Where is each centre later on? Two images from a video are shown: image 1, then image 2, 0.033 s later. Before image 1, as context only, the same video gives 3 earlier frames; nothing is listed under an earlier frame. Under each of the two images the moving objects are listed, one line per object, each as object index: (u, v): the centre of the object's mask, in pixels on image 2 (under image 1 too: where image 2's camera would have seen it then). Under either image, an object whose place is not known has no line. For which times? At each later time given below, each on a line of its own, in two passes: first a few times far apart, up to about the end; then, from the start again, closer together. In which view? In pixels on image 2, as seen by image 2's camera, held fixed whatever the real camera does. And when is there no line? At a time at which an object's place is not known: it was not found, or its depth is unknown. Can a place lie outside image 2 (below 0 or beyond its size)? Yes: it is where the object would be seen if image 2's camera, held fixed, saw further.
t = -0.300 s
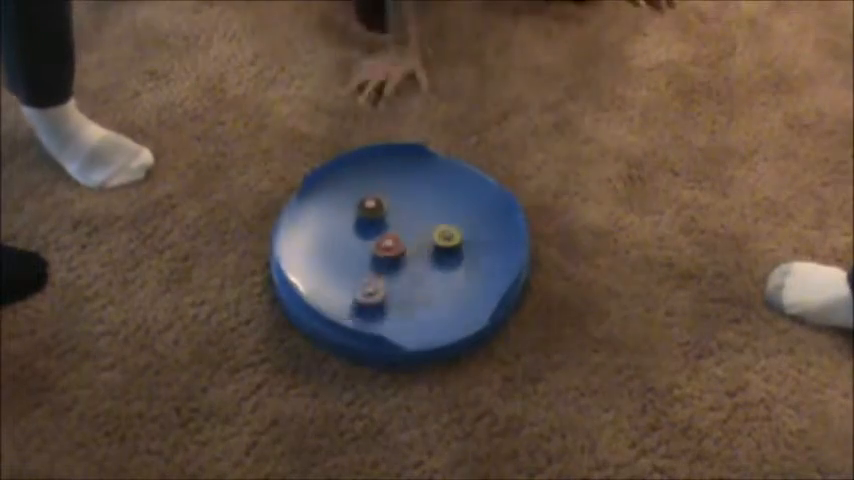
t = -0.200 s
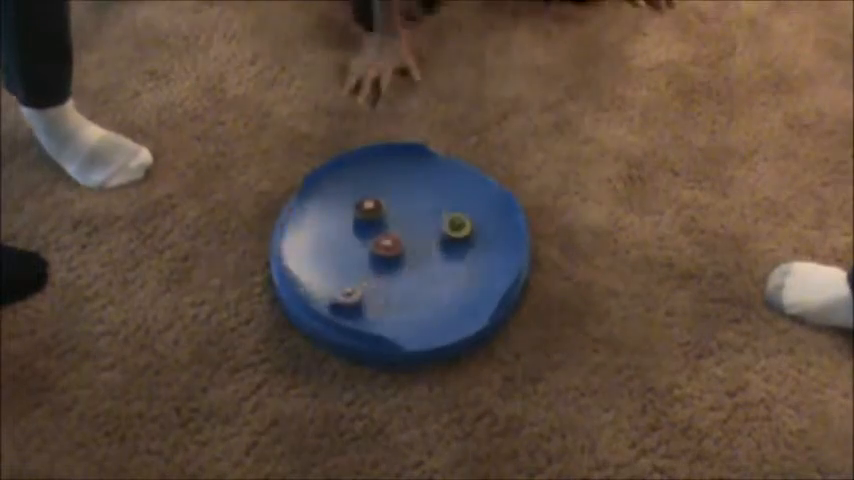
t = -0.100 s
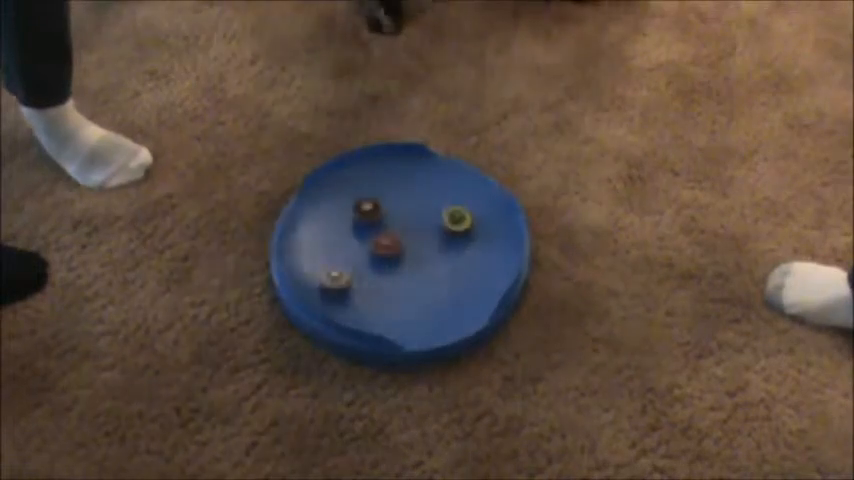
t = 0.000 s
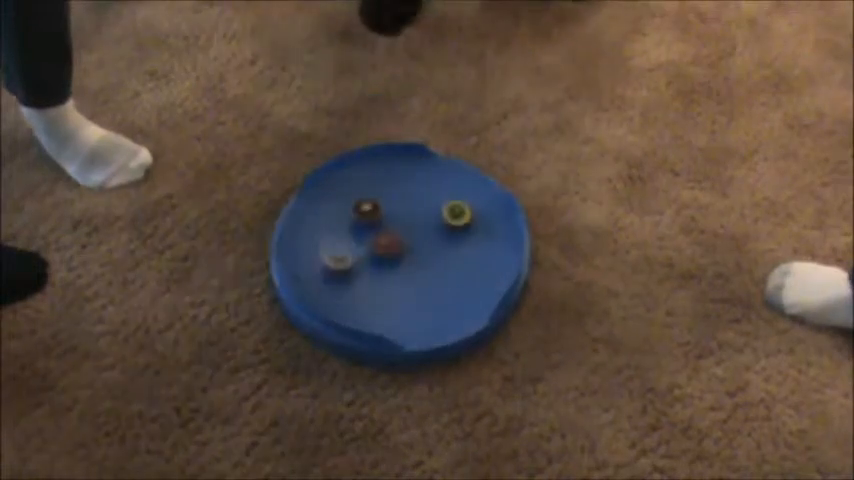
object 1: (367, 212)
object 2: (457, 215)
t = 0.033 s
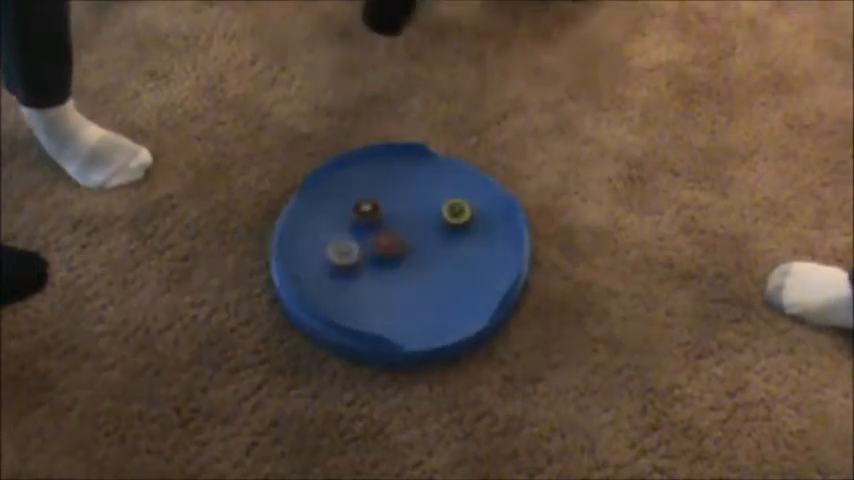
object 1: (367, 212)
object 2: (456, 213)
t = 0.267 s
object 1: (366, 213)
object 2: (456, 206)
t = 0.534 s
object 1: (366, 213)
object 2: (451, 203)
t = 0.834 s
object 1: (368, 214)
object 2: (457, 184)
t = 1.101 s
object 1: (373, 215)
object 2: (440, 179)
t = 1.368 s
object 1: (377, 218)
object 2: (418, 189)
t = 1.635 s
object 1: (375, 226)
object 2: (398, 197)
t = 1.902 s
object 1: (359, 238)
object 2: (386, 192)
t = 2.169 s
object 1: (346, 242)
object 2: (376, 191)
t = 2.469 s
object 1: (338, 241)
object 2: (371, 195)
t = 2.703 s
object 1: (339, 238)
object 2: (369, 200)
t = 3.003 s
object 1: (350, 237)
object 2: (368, 209)
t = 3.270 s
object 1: (352, 250)
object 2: (378, 205)
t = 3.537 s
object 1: (356, 263)
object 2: (381, 206)
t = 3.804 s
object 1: (353, 277)
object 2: (382, 201)
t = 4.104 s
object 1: (338, 282)
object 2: (381, 203)
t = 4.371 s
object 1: (337, 281)
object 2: (381, 207)
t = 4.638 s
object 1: (343, 277)
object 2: (379, 211)
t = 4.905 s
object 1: (349, 269)
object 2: (376, 214)
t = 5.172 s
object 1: (363, 270)
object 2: (373, 214)
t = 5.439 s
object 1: (382, 277)
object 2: (374, 214)
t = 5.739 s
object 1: (391, 288)
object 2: (378, 215)
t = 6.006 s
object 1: (390, 293)
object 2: (383, 216)
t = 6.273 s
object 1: (384, 292)
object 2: (385, 220)
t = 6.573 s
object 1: (371, 290)
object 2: (385, 222)
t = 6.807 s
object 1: (363, 291)
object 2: (383, 224)
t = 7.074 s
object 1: (372, 286)
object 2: (383, 224)
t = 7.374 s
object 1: (392, 283)
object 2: (385, 223)
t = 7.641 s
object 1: (402, 285)
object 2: (388, 222)
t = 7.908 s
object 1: (404, 290)
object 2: (393, 223)
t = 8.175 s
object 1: (402, 290)
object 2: (394, 225)
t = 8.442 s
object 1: (397, 285)
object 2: (390, 222)
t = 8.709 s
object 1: (391, 282)
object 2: (385, 222)
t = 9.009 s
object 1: (392, 280)
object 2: (383, 223)
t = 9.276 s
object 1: (397, 279)
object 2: (381, 224)
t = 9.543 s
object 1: (397, 279)
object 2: (382, 224)
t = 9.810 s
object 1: (398, 278)
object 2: (382, 224)
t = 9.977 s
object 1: (397, 278)
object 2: (383, 226)
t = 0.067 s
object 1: (367, 213)
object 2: (456, 212)
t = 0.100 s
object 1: (367, 213)
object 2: (456, 211)
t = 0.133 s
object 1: (367, 212)
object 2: (456, 209)
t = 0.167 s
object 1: (367, 212)
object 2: (456, 208)
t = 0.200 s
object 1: (366, 213)
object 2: (456, 207)
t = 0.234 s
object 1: (366, 213)
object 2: (456, 207)
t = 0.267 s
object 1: (366, 213)
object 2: (456, 206)
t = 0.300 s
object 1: (366, 213)
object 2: (455, 205)
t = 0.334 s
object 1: (366, 213)
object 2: (455, 205)
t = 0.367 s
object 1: (366, 213)
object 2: (455, 204)
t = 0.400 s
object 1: (366, 213)
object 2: (454, 204)
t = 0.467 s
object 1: (365, 213)
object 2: (453, 203)
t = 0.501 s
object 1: (366, 213)
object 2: (452, 204)
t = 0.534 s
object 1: (366, 213)
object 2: (451, 203)
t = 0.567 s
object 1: (366, 213)
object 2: (450, 204)
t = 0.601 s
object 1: (366, 213)
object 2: (450, 203)
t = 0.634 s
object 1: (366, 213)
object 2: (449, 203)
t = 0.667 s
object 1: (366, 213)
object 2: (454, 198)
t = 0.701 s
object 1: (366, 213)
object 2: (458, 192)
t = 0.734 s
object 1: (367, 213)
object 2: (459, 189)
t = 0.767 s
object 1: (368, 214)
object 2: (459, 187)
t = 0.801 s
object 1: (368, 214)
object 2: (458, 185)
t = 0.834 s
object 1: (368, 214)
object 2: (457, 184)
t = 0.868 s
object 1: (369, 214)
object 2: (455, 182)
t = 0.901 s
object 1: (369, 214)
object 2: (453, 181)
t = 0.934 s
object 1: (370, 214)
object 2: (451, 180)
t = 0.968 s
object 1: (370, 214)
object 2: (449, 179)
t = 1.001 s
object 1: (371, 214)
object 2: (447, 179)
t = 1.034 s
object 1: (372, 215)
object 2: (445, 179)
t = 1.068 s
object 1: (372, 215)
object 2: (442, 179)
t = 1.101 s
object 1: (373, 215)
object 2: (440, 179)
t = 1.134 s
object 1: (373, 215)
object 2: (438, 180)
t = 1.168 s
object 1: (374, 215)
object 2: (435, 181)
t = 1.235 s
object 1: (375, 216)
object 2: (429, 183)
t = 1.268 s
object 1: (376, 217)
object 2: (427, 185)
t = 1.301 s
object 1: (376, 217)
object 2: (424, 186)
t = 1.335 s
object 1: (377, 218)
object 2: (421, 188)
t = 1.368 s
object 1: (377, 218)
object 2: (418, 189)
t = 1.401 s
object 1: (377, 218)
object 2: (415, 191)
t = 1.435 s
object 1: (376, 220)
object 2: (412, 192)
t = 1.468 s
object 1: (377, 220)
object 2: (409, 194)
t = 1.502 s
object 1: (378, 222)
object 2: (407, 195)
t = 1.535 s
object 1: (378, 222)
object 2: (403, 196)
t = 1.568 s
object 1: (378, 222)
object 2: (400, 197)
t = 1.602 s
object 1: (377, 223)
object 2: (399, 198)
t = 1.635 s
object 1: (375, 226)
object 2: (398, 197)
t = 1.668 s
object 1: (370, 230)
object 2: (398, 195)
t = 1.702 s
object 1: (368, 234)
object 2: (398, 193)
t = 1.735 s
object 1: (366, 233)
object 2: (396, 192)
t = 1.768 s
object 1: (364, 235)
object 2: (394, 192)
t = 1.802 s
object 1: (363, 236)
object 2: (392, 192)
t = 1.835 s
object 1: (362, 236)
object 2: (390, 192)
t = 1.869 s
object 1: (360, 238)
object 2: (388, 191)
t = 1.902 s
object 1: (359, 238)
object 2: (386, 192)
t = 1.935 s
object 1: (356, 240)
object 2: (384, 191)
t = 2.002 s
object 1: (353, 241)
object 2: (381, 191)
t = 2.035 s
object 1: (351, 242)
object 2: (380, 191)
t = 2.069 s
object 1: (350, 242)
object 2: (379, 191)
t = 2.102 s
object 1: (349, 242)
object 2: (378, 191)
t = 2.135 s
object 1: (348, 242)
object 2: (377, 192)
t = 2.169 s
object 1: (346, 242)
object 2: (376, 191)
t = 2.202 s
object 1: (345, 242)
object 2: (375, 192)
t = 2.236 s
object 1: (344, 243)
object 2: (374, 192)
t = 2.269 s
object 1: (342, 243)
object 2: (373, 192)
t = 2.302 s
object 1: (342, 243)
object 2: (373, 192)
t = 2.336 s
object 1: (341, 242)
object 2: (372, 193)
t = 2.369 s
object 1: (340, 242)
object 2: (372, 193)
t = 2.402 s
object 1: (340, 242)
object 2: (372, 194)
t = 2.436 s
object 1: (339, 241)
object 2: (371, 195)
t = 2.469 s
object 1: (338, 241)
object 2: (371, 195)
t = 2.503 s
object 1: (338, 240)
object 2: (370, 196)
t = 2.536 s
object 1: (337, 240)
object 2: (370, 196)
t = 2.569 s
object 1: (337, 239)
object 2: (370, 197)
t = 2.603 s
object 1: (337, 239)
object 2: (369, 198)
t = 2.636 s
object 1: (338, 239)
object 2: (369, 199)
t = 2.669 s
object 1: (339, 239)
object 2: (369, 200)
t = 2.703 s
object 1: (339, 238)
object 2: (369, 200)
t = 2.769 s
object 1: (340, 238)
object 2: (368, 202)
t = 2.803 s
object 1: (341, 238)
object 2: (368, 203)
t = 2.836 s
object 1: (342, 237)
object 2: (368, 204)
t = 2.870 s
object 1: (344, 237)
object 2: (368, 205)
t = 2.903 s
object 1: (345, 237)
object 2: (368, 206)
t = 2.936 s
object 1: (346, 237)
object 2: (368, 207)
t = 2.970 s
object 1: (348, 237)
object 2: (368, 208)
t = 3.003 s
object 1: (350, 237)
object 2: (368, 209)
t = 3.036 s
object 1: (351, 237)
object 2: (368, 210)
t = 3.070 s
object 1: (352, 237)
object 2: (368, 210)
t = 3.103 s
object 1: (353, 238)
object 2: (369, 210)
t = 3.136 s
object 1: (351, 242)
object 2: (372, 207)
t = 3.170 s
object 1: (351, 246)
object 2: (375, 205)
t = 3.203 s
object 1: (351, 248)
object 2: (377, 204)
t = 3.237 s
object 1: (351, 248)
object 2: (377, 205)
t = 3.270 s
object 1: (352, 250)
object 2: (378, 205)
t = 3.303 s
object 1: (353, 251)
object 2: (378, 205)
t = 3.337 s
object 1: (354, 253)
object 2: (379, 205)
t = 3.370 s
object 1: (354, 254)
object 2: (379, 205)
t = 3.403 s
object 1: (355, 256)
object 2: (379, 205)
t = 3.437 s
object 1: (355, 258)
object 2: (380, 206)
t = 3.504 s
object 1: (355, 262)
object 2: (381, 206)
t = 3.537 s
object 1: (356, 263)
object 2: (381, 206)
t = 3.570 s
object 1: (355, 265)
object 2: (381, 207)
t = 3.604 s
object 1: (355, 267)
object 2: (382, 207)
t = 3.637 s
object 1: (356, 269)
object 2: (382, 207)
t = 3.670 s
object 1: (355, 271)
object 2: (382, 205)
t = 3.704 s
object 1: (355, 272)
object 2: (382, 203)
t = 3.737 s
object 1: (354, 274)
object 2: (382, 201)
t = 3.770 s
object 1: (353, 276)
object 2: (382, 201)
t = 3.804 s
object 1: (353, 277)
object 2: (382, 201)
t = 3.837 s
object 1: (352, 278)
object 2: (382, 201)
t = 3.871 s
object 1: (352, 279)
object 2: (381, 201)
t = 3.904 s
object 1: (352, 280)
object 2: (381, 201)
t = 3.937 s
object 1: (351, 281)
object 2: (381, 201)
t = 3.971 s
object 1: (350, 282)
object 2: (381, 202)
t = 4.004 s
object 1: (349, 283)
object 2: (381, 202)
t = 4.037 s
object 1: (344, 282)
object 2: (381, 202)
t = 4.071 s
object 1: (340, 282)
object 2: (381, 202)
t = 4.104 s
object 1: (338, 282)
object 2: (381, 203)
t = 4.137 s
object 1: (338, 282)
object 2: (381, 203)
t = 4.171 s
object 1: (338, 282)
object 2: (381, 204)
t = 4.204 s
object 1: (337, 282)
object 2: (381, 204)
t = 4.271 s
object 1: (336, 282)
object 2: (381, 205)
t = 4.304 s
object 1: (337, 281)
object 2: (381, 205)
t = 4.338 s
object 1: (337, 281)
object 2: (381, 206)
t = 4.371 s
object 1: (337, 281)
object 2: (381, 207)
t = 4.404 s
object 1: (337, 280)
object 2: (381, 207)
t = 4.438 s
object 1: (337, 280)
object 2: (381, 208)
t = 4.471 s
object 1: (338, 280)
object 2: (381, 209)
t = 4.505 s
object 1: (338, 279)
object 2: (381, 208)
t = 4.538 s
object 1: (339, 278)
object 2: (380, 209)
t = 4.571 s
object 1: (340, 278)
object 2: (380, 210)
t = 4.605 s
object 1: (341, 278)
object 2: (380, 210)
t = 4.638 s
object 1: (343, 277)
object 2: (379, 211)
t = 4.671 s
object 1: (343, 276)
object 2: (379, 211)
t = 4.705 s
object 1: (346, 275)
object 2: (378, 211)
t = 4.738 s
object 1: (348, 274)
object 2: (378, 212)
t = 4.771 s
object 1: (349, 274)
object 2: (378, 212)
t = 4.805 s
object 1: (348, 272)
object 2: (378, 213)
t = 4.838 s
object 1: (347, 270)
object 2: (377, 213)
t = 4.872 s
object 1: (348, 269)
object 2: (376, 213)
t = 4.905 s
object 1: (349, 269)
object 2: (376, 214)
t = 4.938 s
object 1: (350, 268)
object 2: (375, 214)
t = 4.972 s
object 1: (351, 268)
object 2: (375, 214)
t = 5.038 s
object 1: (354, 268)
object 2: (374, 214)
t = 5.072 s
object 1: (356, 268)
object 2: (374, 214)
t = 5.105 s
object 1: (358, 268)
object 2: (374, 214)
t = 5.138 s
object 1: (361, 270)
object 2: (373, 214)
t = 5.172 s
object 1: (363, 270)
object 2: (373, 214)
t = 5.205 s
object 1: (366, 271)
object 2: (373, 214)
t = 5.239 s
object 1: (368, 271)
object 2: (373, 214)
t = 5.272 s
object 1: (371, 272)
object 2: (373, 214)
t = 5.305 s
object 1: (373, 273)
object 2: (373, 214)
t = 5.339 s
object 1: (375, 274)
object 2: (374, 214)
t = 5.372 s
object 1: (377, 275)
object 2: (374, 214)
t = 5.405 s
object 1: (380, 276)
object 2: (374, 214)
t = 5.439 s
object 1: (382, 277)
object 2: (374, 214)
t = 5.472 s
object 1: (384, 278)
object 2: (375, 214)
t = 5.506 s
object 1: (385, 279)
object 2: (375, 215)
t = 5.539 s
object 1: (387, 280)
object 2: (375, 215)
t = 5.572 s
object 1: (388, 282)
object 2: (376, 215)
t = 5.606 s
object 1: (389, 283)
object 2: (376, 215)
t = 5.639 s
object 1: (389, 284)
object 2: (376, 215)
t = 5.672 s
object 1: (390, 287)
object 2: (377, 215)
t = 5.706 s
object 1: (391, 287)
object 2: (378, 215)
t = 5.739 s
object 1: (391, 288)
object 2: (378, 215)
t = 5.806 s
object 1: (392, 289)
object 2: (379, 215)
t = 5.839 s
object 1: (392, 290)
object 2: (380, 216)
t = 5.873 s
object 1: (391, 291)
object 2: (380, 216)
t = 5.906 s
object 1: (391, 291)
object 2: (381, 216)
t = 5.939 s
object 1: (391, 292)
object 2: (381, 216)
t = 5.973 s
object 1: (390, 292)
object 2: (382, 217)
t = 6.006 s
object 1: (390, 293)
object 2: (383, 216)
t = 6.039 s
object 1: (389, 293)
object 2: (383, 217)
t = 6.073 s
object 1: (389, 293)
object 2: (383, 217)
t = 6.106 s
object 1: (388, 292)
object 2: (384, 217)
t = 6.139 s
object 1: (387, 292)
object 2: (384, 218)
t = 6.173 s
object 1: (386, 292)
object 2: (385, 218)
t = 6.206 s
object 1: (386, 292)
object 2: (385, 218)
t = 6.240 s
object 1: (385, 292)
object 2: (385, 219)
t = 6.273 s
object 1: (384, 292)
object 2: (385, 220)
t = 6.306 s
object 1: (383, 291)
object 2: (385, 220)
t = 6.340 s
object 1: (383, 291)
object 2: (386, 221)
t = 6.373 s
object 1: (382, 291)
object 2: (385, 221)
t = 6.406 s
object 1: (382, 290)
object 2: (385, 221)
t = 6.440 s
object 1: (381, 289)
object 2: (385, 221)
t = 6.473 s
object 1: (381, 288)
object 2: (385, 222)
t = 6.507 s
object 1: (381, 288)
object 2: (385, 222)
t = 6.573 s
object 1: (371, 290)
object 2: (385, 222)
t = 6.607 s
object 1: (366, 293)
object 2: (385, 223)
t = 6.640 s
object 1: (363, 293)
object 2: (384, 223)
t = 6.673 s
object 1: (362, 293)
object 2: (384, 224)
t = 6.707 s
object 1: (362, 293)
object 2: (384, 224)
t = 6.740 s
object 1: (362, 293)
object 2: (383, 224)
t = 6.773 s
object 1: (363, 291)
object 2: (383, 224)
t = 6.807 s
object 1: (363, 291)
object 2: (383, 224)
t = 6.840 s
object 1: (364, 290)
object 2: (383, 224)
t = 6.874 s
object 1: (365, 290)
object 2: (383, 224)
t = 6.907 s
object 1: (365, 289)
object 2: (383, 224)
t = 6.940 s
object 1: (366, 288)
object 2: (382, 224)
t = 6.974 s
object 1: (368, 288)
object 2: (382, 224)
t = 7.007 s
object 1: (369, 287)
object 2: (383, 224)
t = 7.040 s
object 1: (370, 287)
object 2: (383, 224)
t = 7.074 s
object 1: (372, 286)
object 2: (383, 224)
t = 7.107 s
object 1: (374, 285)
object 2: (383, 224)
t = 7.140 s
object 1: (375, 285)
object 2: (383, 224)
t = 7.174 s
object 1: (378, 284)
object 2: (383, 223)
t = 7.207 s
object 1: (380, 283)
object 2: (383, 224)
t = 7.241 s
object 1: (382, 283)
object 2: (383, 224)
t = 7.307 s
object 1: (387, 283)
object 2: (384, 223)
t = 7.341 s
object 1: (390, 283)
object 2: (384, 223)
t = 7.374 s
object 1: (392, 283)
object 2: (385, 223)
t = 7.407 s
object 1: (394, 283)
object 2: (385, 223)
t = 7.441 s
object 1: (396, 283)
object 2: (386, 223)
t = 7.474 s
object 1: (397, 284)
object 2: (386, 223)
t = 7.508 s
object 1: (399, 284)
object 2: (387, 222)
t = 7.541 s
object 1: (400, 285)
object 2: (387, 223)
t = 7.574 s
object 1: (401, 285)
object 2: (388, 222)
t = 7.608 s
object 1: (402, 285)
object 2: (388, 222)
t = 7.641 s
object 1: (402, 285)
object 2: (388, 222)
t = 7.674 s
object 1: (402, 286)
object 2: (389, 222)
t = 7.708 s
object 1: (403, 286)
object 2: (390, 222)
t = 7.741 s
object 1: (403, 288)
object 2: (390, 222)
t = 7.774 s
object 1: (403, 288)
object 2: (390, 222)
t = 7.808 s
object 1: (403, 288)
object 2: (391, 222)
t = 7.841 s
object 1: (404, 289)
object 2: (391, 223)
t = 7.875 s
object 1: (404, 289)
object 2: (392, 223)
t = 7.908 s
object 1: (404, 290)
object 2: (393, 223)
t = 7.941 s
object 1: (404, 291)
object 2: (393, 224)
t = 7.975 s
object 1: (404, 291)
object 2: (393, 224)
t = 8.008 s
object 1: (404, 291)
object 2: (393, 224)
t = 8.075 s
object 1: (404, 291)
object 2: (394, 225)
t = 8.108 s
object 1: (403, 290)
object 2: (394, 224)
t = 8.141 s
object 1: (403, 290)
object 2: (394, 225)
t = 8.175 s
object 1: (402, 290)
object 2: (394, 225)
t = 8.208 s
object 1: (402, 289)
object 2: (394, 226)
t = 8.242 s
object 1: (401, 290)
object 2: (393, 226)
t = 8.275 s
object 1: (400, 289)
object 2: (394, 226)
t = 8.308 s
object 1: (400, 288)
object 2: (393, 226)
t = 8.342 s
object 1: (399, 288)
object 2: (391, 223)
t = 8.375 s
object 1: (398, 288)
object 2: (391, 223)
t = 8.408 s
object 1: (397, 287)
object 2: (390, 222)
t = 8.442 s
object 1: (397, 285)
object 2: (390, 222)
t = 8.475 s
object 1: (397, 285)
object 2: (390, 221)
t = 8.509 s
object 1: (397, 284)
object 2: (390, 221)
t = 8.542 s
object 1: (397, 283)
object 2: (389, 221)
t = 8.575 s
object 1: (397, 282)
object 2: (389, 221)
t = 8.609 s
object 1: (397, 281)
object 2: (387, 222)
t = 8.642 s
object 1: (394, 281)
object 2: (386, 222)
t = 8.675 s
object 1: (393, 282)
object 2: (385, 223)
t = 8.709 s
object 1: (391, 282)
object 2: (385, 222)
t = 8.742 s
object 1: (391, 282)
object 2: (385, 222)
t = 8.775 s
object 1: (391, 281)
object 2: (385, 222)
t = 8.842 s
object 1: (391, 281)
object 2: (385, 222)
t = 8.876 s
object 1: (391, 281)
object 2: (385, 222)
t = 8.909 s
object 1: (392, 281)
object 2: (385, 222)
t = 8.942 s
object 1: (392, 280)
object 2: (385, 222)
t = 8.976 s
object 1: (392, 280)
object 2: (384, 222)
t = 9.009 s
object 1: (392, 280)
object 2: (383, 223)
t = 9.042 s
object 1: (393, 280)
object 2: (382, 224)
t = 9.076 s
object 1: (394, 280)
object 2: (382, 224)
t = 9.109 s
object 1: (394, 279)
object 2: (382, 224)
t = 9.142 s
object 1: (395, 279)
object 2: (382, 224)
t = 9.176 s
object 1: (395, 279)
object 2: (381, 224)
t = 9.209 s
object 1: (396, 279)
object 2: (381, 224)
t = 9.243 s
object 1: (397, 279)
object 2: (381, 224)
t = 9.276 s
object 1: (397, 279)
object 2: (381, 224)
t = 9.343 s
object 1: (397, 279)
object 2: (381, 224)
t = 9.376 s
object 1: (397, 279)
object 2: (381, 224)
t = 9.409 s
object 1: (397, 279)
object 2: (381, 224)
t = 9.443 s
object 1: (397, 279)
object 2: (381, 224)
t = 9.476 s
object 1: (397, 279)
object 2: (382, 224)
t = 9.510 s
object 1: (397, 279)
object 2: (382, 224)
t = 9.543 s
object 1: (397, 279)
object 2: (382, 224)
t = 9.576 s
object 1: (397, 279)
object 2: (382, 223)
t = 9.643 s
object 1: (397, 279)
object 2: (382, 223)
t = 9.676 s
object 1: (397, 279)
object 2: (382, 223)
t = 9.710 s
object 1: (397, 279)
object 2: (382, 222)
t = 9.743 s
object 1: (398, 278)
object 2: (382, 224)
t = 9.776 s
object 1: (398, 278)
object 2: (382, 224)
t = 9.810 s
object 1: (398, 278)
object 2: (382, 224)
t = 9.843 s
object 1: (398, 278)
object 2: (382, 224)
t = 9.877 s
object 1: (398, 277)
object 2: (382, 225)
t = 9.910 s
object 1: (398, 278)
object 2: (383, 225)
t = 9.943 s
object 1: (398, 278)
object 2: (383, 225)
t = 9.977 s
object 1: (397, 278)
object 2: (383, 226)
